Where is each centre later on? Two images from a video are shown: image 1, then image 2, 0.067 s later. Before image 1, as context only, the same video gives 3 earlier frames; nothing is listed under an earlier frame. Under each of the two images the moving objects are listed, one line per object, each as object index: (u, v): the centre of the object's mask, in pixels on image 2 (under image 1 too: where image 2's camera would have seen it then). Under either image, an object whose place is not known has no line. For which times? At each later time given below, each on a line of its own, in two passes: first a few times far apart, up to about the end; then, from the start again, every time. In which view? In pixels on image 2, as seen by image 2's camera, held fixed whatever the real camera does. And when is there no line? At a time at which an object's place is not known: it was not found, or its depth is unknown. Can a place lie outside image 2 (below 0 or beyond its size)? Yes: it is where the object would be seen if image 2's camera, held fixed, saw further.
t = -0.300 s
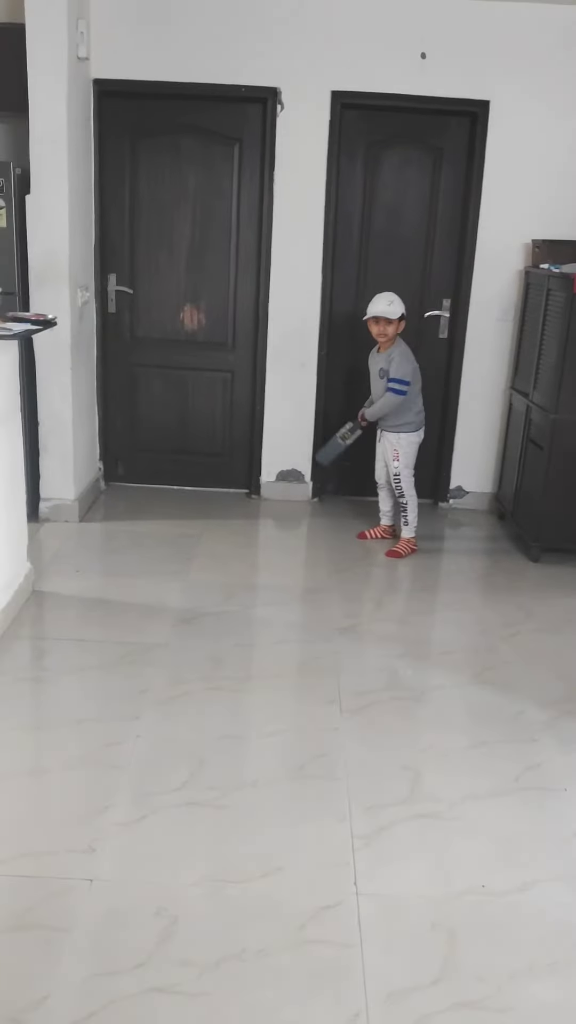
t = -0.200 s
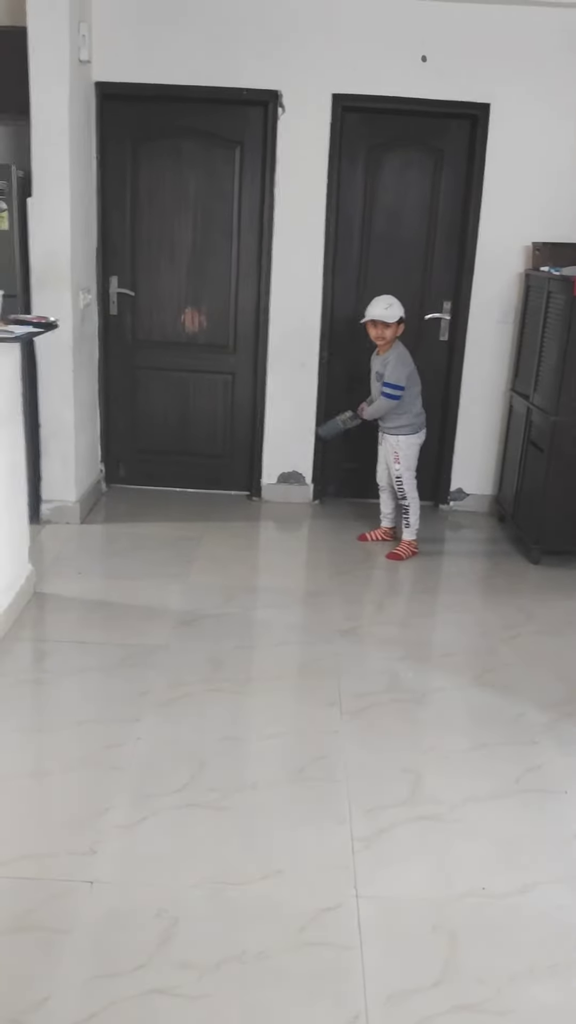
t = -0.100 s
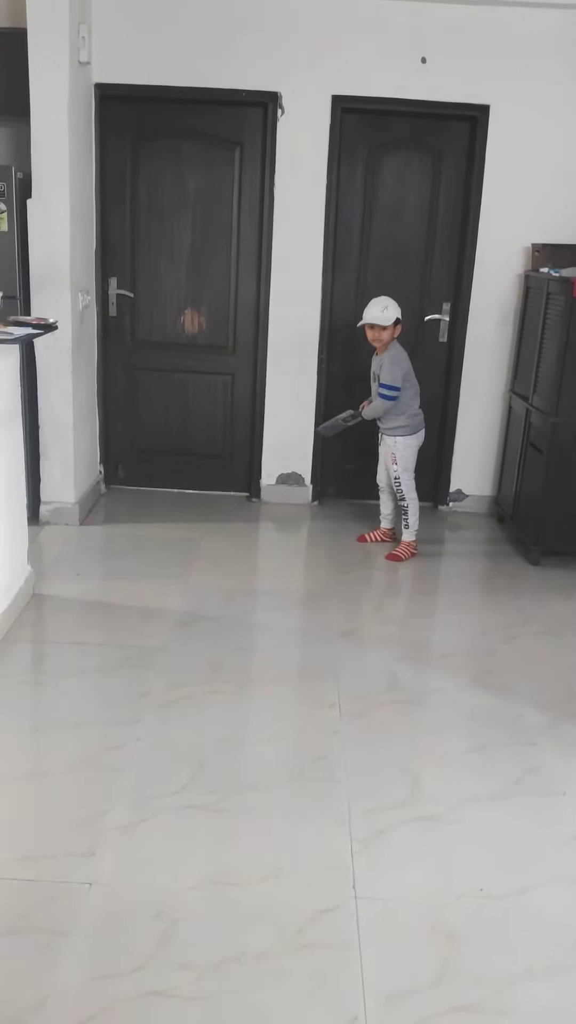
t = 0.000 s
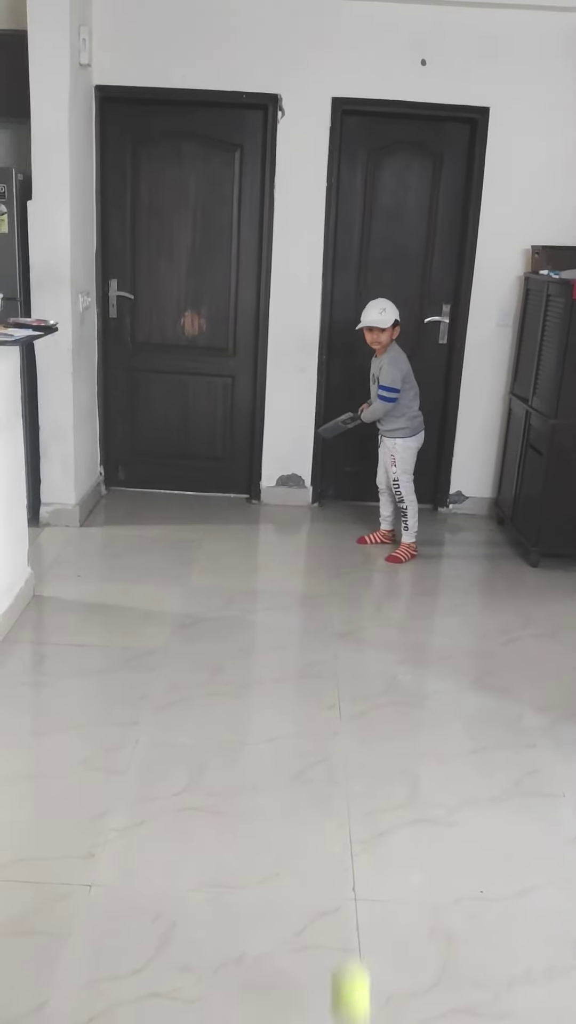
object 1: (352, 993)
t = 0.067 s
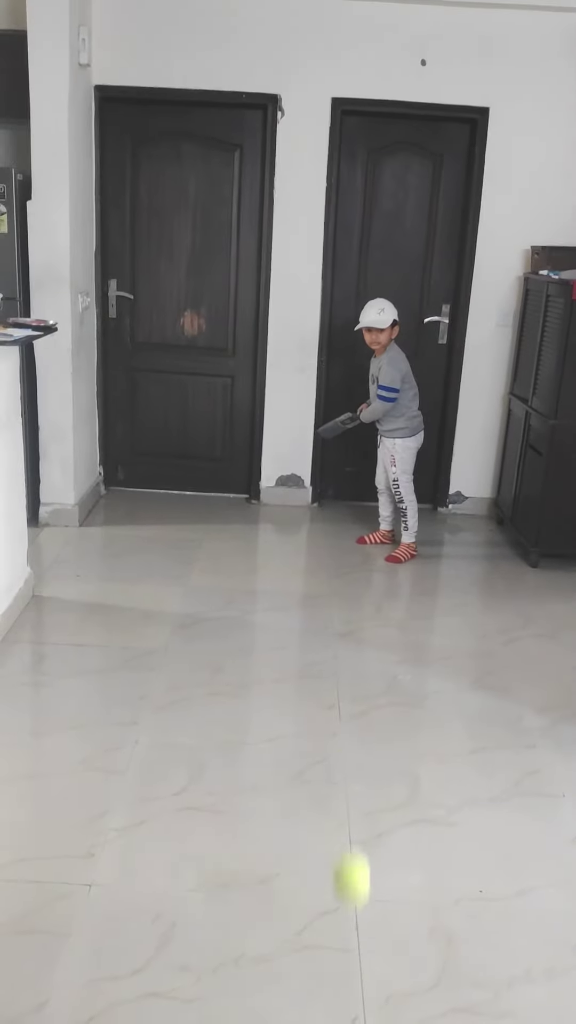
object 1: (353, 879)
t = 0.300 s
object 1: (344, 706)
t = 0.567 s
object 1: (331, 685)
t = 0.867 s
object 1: (323, 595)
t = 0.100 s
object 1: (353, 832)
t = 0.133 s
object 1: (352, 794)
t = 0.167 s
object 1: (353, 764)
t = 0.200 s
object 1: (350, 741)
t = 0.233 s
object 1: (348, 724)
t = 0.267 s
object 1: (347, 712)
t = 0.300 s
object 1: (344, 706)
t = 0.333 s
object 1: (342, 704)
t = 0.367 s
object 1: (340, 706)
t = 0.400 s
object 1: (338, 711)
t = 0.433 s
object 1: (336, 721)
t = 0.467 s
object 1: (333, 733)
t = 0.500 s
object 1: (330, 745)
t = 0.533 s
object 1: (331, 715)
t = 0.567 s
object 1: (331, 685)
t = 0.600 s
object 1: (331, 660)
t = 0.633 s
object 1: (331, 639)
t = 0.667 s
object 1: (330, 622)
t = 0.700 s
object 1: (329, 610)
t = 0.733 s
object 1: (328, 601)
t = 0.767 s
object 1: (327, 595)
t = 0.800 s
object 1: (325, 592)
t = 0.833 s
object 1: (324, 592)
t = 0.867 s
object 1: (323, 595)
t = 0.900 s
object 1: (321, 600)
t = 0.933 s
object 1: (319, 607)
